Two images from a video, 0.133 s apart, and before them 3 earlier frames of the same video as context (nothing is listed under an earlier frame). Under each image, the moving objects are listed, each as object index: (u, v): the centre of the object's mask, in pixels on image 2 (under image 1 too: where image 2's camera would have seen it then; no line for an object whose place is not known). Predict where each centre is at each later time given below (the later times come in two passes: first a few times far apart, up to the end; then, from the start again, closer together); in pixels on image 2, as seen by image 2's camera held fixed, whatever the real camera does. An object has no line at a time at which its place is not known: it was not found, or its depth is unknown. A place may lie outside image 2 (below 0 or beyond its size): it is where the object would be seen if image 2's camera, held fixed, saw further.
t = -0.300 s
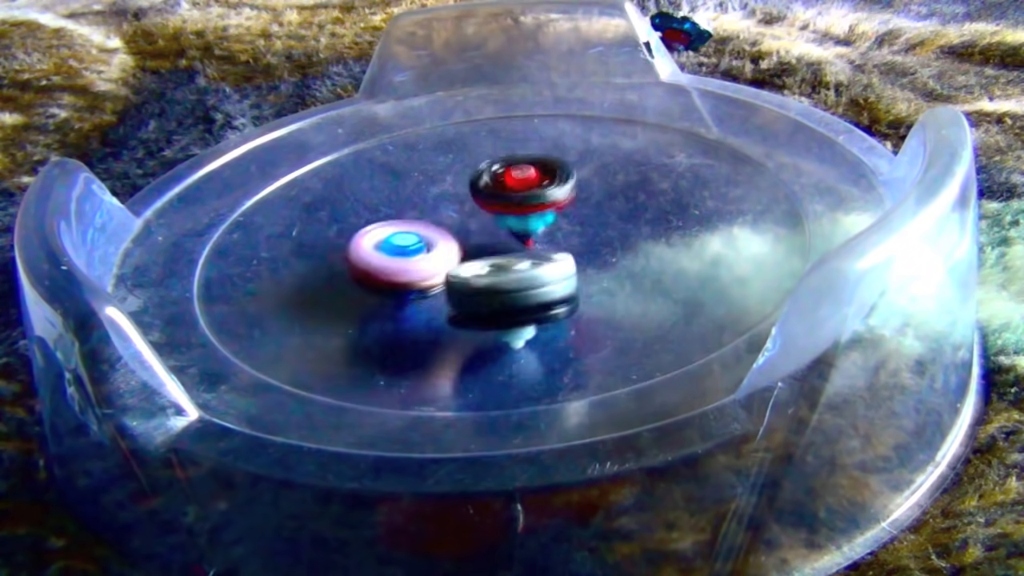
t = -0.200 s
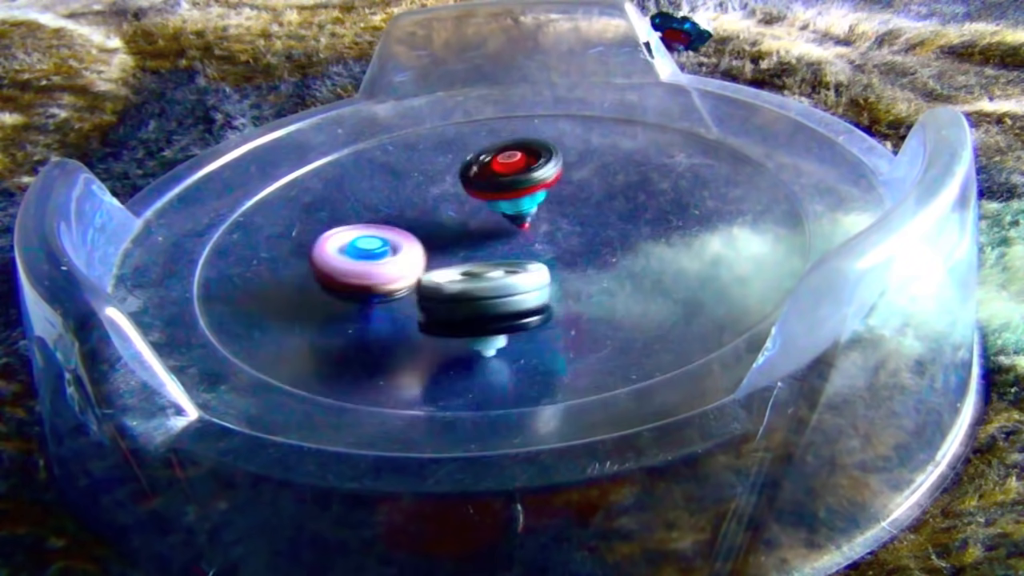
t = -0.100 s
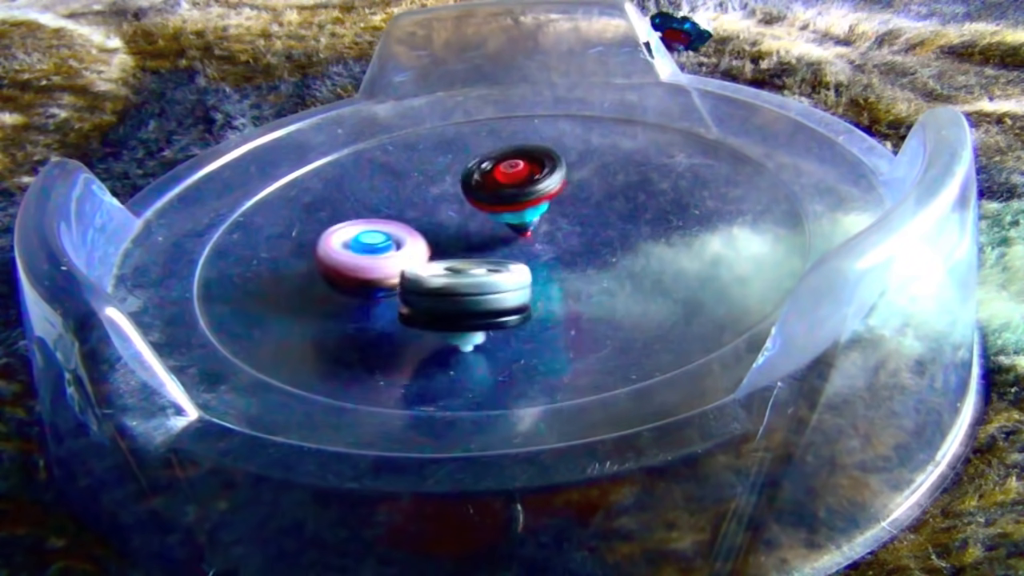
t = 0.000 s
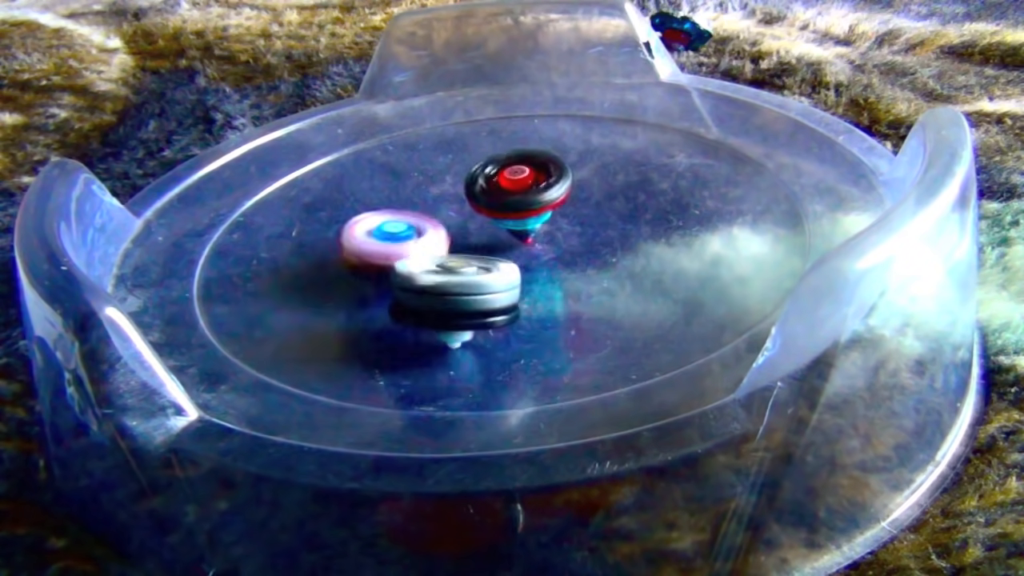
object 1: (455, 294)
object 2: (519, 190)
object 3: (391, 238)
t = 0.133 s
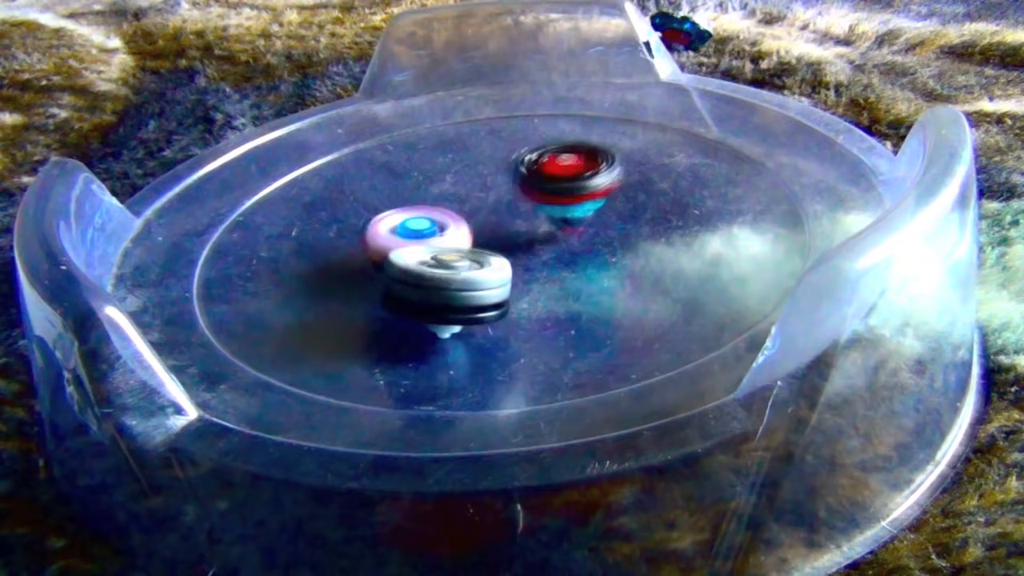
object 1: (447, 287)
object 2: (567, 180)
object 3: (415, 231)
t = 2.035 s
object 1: (465, 221)
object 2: (261, 279)
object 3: (605, 187)
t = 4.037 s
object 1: (591, 208)
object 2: (338, 186)
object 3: (402, 357)
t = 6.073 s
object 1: (472, 231)
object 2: (624, 181)
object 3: (319, 301)
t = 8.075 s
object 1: (478, 233)
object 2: (603, 263)
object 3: (407, 293)
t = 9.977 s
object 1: (546, 238)
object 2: (517, 159)
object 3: (368, 278)
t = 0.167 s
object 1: (447, 287)
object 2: (598, 171)
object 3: (418, 227)
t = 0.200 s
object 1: (446, 286)
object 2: (620, 166)
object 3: (423, 225)
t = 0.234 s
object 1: (444, 284)
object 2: (633, 165)
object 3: (435, 224)
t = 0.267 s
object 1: (442, 282)
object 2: (639, 166)
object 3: (451, 224)
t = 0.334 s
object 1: (434, 281)
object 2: (644, 173)
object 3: (484, 223)
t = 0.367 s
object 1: (431, 279)
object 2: (645, 177)
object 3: (501, 225)
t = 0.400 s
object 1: (430, 277)
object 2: (644, 182)
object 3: (515, 229)
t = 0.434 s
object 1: (430, 274)
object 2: (641, 187)
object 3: (526, 236)
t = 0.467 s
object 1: (426, 273)
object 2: (638, 192)
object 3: (536, 239)
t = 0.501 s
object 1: (419, 271)
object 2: (633, 196)
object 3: (549, 242)
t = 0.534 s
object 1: (418, 269)
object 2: (626, 176)
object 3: (560, 241)
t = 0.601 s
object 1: (419, 262)
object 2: (608, 184)
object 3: (587, 249)
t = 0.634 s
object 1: (421, 260)
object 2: (585, 185)
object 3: (605, 251)
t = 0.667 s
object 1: (422, 257)
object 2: (560, 189)
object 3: (620, 255)
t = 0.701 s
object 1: (424, 253)
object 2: (536, 192)
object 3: (634, 259)
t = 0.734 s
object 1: (426, 250)
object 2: (517, 190)
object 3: (645, 265)
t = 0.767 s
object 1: (428, 247)
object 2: (503, 187)
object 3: (648, 270)
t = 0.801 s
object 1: (429, 244)
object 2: (497, 183)
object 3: (646, 276)
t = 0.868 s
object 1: (416, 248)
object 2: (515, 155)
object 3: (637, 284)
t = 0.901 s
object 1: (407, 253)
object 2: (530, 138)
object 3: (628, 291)
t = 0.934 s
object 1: (404, 255)
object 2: (541, 126)
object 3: (619, 293)
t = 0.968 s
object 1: (405, 254)
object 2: (550, 115)
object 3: (606, 294)
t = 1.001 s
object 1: (408, 253)
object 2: (555, 109)
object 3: (592, 290)
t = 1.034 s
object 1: (414, 252)
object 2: (560, 106)
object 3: (578, 289)
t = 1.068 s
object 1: (420, 250)
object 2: (564, 105)
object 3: (564, 290)
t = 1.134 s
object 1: (432, 247)
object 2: (570, 109)
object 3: (540, 279)
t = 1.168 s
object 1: (435, 243)
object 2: (570, 112)
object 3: (539, 271)
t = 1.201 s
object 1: (414, 229)
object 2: (570, 118)
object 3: (595, 269)
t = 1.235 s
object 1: (395, 216)
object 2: (569, 123)
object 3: (640, 272)
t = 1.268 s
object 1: (384, 206)
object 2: (567, 130)
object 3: (670, 273)
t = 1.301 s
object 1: (379, 199)
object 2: (564, 137)
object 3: (686, 274)
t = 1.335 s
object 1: (378, 197)
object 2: (559, 144)
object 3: (693, 276)
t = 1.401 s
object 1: (379, 195)
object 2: (545, 162)
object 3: (692, 279)
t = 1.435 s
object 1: (381, 196)
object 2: (532, 175)
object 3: (687, 280)
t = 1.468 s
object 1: (383, 197)
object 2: (516, 187)
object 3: (679, 281)
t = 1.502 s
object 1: (387, 198)
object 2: (499, 201)
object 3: (668, 282)
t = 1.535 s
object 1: (386, 199)
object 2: (481, 214)
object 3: (653, 283)
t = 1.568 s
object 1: (384, 196)
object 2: (488, 230)
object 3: (637, 282)
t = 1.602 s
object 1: (383, 196)
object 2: (489, 251)
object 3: (621, 280)
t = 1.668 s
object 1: (391, 197)
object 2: (440, 280)
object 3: (618, 269)
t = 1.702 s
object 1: (397, 199)
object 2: (400, 291)
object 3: (620, 261)
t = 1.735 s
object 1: (402, 203)
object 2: (365, 298)
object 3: (618, 254)
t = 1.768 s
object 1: (408, 205)
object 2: (329, 303)
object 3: (616, 247)
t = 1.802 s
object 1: (415, 207)
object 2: (296, 307)
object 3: (612, 240)
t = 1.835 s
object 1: (422, 209)
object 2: (270, 304)
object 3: (609, 232)
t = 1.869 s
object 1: (429, 211)
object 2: (260, 300)
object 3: (607, 225)
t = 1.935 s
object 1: (444, 215)
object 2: (247, 291)
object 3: (604, 209)
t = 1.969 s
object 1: (451, 217)
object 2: (248, 289)
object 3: (603, 202)
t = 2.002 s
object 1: (458, 219)
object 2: (253, 282)
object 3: (604, 194)
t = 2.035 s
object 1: (465, 221)
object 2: (261, 279)
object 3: (605, 187)
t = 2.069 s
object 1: (471, 224)
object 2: (270, 278)
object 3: (608, 180)
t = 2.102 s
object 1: (477, 226)
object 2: (280, 277)
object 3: (611, 175)
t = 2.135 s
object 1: (482, 228)
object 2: (293, 276)
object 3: (612, 171)
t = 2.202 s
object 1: (491, 230)
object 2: (329, 272)
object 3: (611, 168)
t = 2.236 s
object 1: (495, 232)
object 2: (356, 268)
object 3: (608, 167)
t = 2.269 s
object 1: (499, 233)
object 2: (386, 261)
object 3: (605, 167)
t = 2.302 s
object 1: (511, 232)
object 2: (401, 248)
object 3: (601, 167)
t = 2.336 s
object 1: (528, 227)
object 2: (397, 243)
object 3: (600, 165)
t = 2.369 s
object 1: (543, 225)
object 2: (394, 250)
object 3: (598, 164)
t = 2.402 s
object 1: (550, 225)
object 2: (391, 251)
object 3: (593, 162)
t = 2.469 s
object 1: (550, 232)
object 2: (395, 249)
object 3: (581, 161)
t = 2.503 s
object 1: (549, 234)
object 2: (400, 246)
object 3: (575, 162)
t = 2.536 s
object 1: (548, 236)
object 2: (405, 243)
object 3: (569, 164)
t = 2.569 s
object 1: (547, 238)
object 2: (409, 241)
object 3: (561, 166)
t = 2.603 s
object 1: (545, 240)
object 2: (415, 237)
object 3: (552, 169)
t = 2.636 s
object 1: (543, 241)
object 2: (421, 233)
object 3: (542, 172)
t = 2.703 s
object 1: (539, 244)
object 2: (434, 226)
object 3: (522, 177)
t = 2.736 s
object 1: (537, 245)
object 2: (438, 223)
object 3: (514, 178)
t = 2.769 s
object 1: (536, 247)
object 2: (439, 215)
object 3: (507, 181)
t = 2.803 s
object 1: (536, 249)
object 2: (429, 213)
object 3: (496, 181)
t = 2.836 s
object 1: (533, 251)
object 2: (416, 218)
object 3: (485, 178)
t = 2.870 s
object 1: (531, 252)
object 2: (404, 225)
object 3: (480, 181)
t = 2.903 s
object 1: (527, 253)
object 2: (394, 231)
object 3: (471, 183)
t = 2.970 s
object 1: (519, 255)
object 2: (386, 233)
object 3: (443, 186)
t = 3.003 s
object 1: (515, 256)
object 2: (386, 234)
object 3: (425, 185)
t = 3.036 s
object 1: (509, 257)
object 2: (387, 234)
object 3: (399, 183)
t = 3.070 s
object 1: (503, 258)
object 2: (390, 232)
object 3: (370, 185)
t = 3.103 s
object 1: (510, 259)
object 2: (383, 228)
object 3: (333, 185)
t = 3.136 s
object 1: (522, 261)
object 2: (378, 232)
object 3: (308, 181)
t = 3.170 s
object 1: (526, 261)
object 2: (376, 239)
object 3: (282, 173)
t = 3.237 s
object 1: (523, 261)
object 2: (382, 240)
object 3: (256, 164)
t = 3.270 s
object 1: (520, 260)
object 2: (389, 241)
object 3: (257, 163)
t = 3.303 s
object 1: (515, 259)
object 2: (395, 240)
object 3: (259, 161)
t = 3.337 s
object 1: (528, 256)
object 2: (377, 234)
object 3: (260, 160)
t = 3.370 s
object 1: (540, 255)
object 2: (355, 225)
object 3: (262, 162)
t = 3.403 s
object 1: (544, 252)
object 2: (345, 220)
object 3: (270, 165)
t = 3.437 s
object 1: (544, 250)
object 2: (339, 218)
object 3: (275, 167)
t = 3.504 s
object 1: (539, 246)
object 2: (338, 216)
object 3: (271, 178)
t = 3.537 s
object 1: (536, 243)
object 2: (361, 206)
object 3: (276, 191)
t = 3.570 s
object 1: (533, 240)
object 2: (394, 209)
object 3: (280, 200)
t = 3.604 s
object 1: (538, 238)
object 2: (414, 227)
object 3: (281, 213)
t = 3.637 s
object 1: (547, 236)
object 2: (416, 225)
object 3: (284, 227)
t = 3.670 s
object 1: (551, 234)
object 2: (423, 233)
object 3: (290, 241)
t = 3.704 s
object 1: (552, 233)
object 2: (432, 237)
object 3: (298, 255)
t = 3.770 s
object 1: (589, 223)
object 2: (361, 230)
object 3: (310, 283)
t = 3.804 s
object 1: (601, 219)
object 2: (334, 216)
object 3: (315, 299)
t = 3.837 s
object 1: (606, 215)
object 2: (316, 205)
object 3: (321, 314)
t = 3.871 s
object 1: (606, 213)
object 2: (306, 196)
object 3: (329, 327)
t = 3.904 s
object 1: (604, 211)
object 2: (304, 191)
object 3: (340, 337)
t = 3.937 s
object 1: (601, 210)
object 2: (309, 189)
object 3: (350, 339)
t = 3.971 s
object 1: (598, 209)
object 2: (318, 187)
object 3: (361, 343)
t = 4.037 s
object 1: (591, 208)
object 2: (338, 186)
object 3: (402, 357)
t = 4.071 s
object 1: (588, 208)
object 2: (350, 187)
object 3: (428, 363)
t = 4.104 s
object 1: (585, 208)
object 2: (361, 187)
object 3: (459, 368)
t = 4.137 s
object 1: (583, 208)
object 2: (371, 187)
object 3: (493, 370)
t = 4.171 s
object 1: (580, 208)
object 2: (381, 186)
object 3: (530, 373)
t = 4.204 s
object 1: (577, 208)
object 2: (393, 188)
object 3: (561, 369)
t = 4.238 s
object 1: (575, 208)
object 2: (405, 188)
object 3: (582, 363)
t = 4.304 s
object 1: (570, 209)
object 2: (436, 190)
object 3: (644, 353)
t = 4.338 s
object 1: (567, 210)
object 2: (453, 191)
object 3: (676, 343)
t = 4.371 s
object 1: (568, 211)
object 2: (465, 187)
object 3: (688, 331)
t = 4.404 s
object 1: (577, 213)
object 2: (454, 181)
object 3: (694, 325)
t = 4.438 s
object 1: (581, 218)
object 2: (445, 176)
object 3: (703, 315)
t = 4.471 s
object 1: (580, 220)
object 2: (440, 177)
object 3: (710, 302)
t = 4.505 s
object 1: (577, 222)
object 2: (439, 178)
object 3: (716, 290)
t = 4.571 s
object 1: (567, 225)
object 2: (443, 181)
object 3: (709, 277)
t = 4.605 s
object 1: (562, 227)
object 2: (448, 182)
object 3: (708, 264)
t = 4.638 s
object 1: (557, 228)
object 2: (450, 183)
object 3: (703, 254)
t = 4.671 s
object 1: (553, 229)
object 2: (452, 184)
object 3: (695, 245)
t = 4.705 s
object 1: (548, 231)
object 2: (454, 185)
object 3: (686, 236)
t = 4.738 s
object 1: (543, 232)
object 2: (455, 187)
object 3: (676, 229)
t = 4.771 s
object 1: (539, 233)
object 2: (457, 189)
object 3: (666, 220)
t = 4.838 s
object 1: (532, 238)
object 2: (454, 189)
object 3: (645, 201)
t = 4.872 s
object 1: (527, 239)
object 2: (453, 190)
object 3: (634, 191)
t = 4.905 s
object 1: (522, 241)
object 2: (454, 189)
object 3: (623, 183)
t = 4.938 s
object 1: (526, 249)
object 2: (440, 181)
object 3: (612, 174)
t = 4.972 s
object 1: (526, 253)
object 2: (425, 171)
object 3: (599, 167)
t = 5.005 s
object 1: (523, 256)
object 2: (417, 167)
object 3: (587, 159)
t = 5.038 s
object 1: (519, 258)
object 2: (414, 165)
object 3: (575, 151)
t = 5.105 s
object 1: (511, 258)
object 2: (418, 165)
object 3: (551, 139)
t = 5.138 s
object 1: (508, 260)
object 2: (421, 165)
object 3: (538, 135)
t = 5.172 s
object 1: (505, 260)
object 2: (425, 166)
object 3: (526, 131)
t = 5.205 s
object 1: (502, 260)
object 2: (428, 168)
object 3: (514, 127)
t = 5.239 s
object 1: (498, 260)
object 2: (431, 170)
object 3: (503, 124)
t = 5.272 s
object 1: (494, 259)
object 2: (434, 174)
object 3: (491, 122)
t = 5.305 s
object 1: (491, 259)
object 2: (438, 178)
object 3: (480, 121)
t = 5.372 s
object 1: (483, 258)
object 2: (447, 183)
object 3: (453, 124)
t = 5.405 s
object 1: (481, 257)
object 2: (454, 185)
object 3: (439, 127)
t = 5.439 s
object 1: (477, 255)
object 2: (463, 187)
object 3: (426, 133)
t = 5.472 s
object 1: (474, 256)
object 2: (474, 186)
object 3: (414, 140)
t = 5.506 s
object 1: (470, 256)
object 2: (487, 187)
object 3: (404, 148)
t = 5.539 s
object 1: (465, 255)
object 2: (498, 188)
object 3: (393, 156)
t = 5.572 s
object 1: (462, 253)
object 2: (507, 190)
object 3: (383, 163)
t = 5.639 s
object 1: (455, 253)
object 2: (536, 188)
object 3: (361, 180)
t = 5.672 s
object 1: (452, 253)
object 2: (556, 183)
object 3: (352, 188)
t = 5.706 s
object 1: (451, 251)
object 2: (574, 178)
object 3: (342, 198)
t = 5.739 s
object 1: (452, 250)
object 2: (591, 176)
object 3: (333, 209)
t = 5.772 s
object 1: (453, 248)
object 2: (605, 174)
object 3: (324, 218)
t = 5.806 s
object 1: (454, 247)
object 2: (614, 173)
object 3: (317, 228)
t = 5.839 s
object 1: (455, 244)
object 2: (620, 173)
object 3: (311, 238)
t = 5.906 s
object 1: (458, 241)
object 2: (626, 173)
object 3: (305, 259)
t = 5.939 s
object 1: (460, 239)
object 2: (627, 174)
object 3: (304, 268)
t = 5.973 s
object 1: (463, 237)
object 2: (628, 175)
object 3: (304, 277)
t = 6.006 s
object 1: (465, 235)
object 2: (628, 177)
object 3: (307, 285)
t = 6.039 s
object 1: (469, 233)
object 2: (626, 179)
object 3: (312, 293)
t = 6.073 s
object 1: (472, 231)
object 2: (624, 181)
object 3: (319, 301)
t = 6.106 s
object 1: (474, 230)
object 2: (620, 184)
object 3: (327, 308)
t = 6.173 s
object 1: (481, 227)
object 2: (606, 191)
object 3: (351, 320)
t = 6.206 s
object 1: (484, 226)
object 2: (598, 196)
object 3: (368, 325)
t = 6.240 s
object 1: (479, 225)
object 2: (607, 197)
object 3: (386, 330)
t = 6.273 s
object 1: (470, 225)
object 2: (631, 200)
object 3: (405, 332)
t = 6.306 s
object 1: (465, 223)
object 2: (647, 204)
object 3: (426, 333)
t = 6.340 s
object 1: (464, 223)
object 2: (653, 207)
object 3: (448, 334)
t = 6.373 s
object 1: (466, 223)
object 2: (653, 212)
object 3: (470, 332)
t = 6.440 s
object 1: (472, 222)
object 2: (647, 220)
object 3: (516, 326)
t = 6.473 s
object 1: (475, 223)
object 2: (642, 224)
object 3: (536, 322)
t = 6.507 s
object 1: (478, 224)
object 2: (637, 228)
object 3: (555, 317)
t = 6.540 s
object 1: (481, 225)
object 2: (631, 231)
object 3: (573, 311)
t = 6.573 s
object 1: (485, 226)
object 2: (623, 232)
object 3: (587, 305)
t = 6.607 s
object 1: (488, 226)
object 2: (613, 227)
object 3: (602, 301)
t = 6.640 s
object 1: (489, 229)
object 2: (600, 211)
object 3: (621, 293)
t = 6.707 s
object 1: (475, 228)
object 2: (617, 200)
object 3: (645, 286)
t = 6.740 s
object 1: (471, 228)
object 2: (617, 196)
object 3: (649, 279)
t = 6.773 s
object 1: (471, 229)
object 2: (616, 189)
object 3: (650, 270)
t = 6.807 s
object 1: (472, 229)
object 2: (616, 182)
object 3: (650, 261)
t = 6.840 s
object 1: (472, 231)
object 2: (616, 178)
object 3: (648, 253)
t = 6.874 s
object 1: (473, 233)
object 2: (615, 174)
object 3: (644, 245)
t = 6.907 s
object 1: (474, 235)
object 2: (614, 171)
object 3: (638, 235)
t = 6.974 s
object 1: (475, 238)
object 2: (569, 156)
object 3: (642, 220)
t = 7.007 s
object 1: (475, 240)
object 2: (546, 159)
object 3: (640, 214)
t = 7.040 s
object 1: (476, 241)
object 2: (529, 155)
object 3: (636, 207)
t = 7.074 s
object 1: (476, 243)
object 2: (516, 149)
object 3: (628, 201)
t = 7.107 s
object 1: (475, 243)
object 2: (500, 142)
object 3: (620, 194)
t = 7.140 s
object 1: (475, 244)
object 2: (480, 138)
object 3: (609, 189)
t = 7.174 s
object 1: (474, 245)
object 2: (463, 136)
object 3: (596, 183)
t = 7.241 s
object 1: (475, 245)
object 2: (427, 133)
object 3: (570, 176)
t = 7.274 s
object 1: (475, 246)
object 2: (408, 134)
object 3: (555, 172)
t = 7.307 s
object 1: (475, 247)
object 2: (390, 138)
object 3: (541, 170)
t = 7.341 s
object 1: (475, 247)
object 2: (373, 142)
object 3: (523, 169)
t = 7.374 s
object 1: (475, 247)
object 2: (357, 146)
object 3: (508, 168)
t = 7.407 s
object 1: (476, 248)
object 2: (342, 153)
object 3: (491, 169)
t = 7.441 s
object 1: (476, 248)
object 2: (329, 163)
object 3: (474, 170)
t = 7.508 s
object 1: (476, 247)
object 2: (309, 184)
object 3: (440, 177)
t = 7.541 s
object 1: (476, 247)
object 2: (303, 195)
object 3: (425, 180)
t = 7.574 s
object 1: (477, 247)
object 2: (302, 207)
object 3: (411, 186)
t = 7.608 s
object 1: (476, 246)
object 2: (302, 221)
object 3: (396, 191)
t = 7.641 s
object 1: (474, 245)
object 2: (307, 233)
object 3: (386, 197)
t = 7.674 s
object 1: (474, 244)
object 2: (316, 243)
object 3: (376, 204)
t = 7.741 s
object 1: (473, 243)
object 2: (342, 273)
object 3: (358, 214)
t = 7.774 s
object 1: (474, 241)
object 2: (365, 277)
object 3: (348, 218)
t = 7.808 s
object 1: (476, 238)
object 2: (389, 283)
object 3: (339, 225)
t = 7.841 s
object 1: (478, 234)
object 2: (415, 289)
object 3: (335, 240)
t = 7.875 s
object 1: (476, 229)
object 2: (442, 291)
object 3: (340, 251)
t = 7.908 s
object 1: (472, 230)
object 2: (471, 293)
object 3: (348, 261)
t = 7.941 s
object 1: (470, 231)
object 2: (500, 290)
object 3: (356, 268)
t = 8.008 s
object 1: (473, 233)
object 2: (557, 278)
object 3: (375, 282)
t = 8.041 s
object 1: (476, 234)
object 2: (580, 271)
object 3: (389, 288)
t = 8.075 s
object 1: (478, 233)
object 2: (603, 263)
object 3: (407, 293)
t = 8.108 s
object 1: (480, 232)
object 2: (620, 251)
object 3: (422, 296)
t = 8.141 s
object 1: (481, 231)
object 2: (635, 238)
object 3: (443, 296)
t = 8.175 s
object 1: (483, 230)
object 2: (646, 224)
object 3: (462, 297)
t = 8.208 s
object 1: (485, 228)
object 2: (654, 212)
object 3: (482, 293)
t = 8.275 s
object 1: (488, 228)
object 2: (655, 189)
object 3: (520, 288)
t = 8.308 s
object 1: (490, 227)
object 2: (652, 177)
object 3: (540, 286)
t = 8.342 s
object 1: (492, 227)
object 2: (645, 167)
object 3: (558, 280)
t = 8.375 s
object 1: (493, 227)
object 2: (636, 158)
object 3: (574, 274)
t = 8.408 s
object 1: (495, 227)
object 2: (624, 151)
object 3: (586, 269)
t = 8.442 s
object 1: (496, 227)
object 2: (610, 145)
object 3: (597, 261)
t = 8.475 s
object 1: (497, 228)
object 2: (594, 141)
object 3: (604, 254)
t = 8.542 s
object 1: (500, 228)
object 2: (559, 137)
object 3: (613, 237)
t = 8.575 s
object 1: (502, 227)
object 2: (541, 137)
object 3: (612, 230)
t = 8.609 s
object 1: (501, 228)
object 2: (523, 138)
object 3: (618, 221)
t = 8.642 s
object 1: (490, 228)
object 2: (505, 140)
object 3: (633, 210)
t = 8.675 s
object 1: (483, 229)
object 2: (485, 144)
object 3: (635, 201)
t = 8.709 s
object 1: (481, 229)
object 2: (466, 149)
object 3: (630, 197)
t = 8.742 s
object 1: (481, 230)
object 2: (448, 156)
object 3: (625, 190)
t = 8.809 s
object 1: (483, 233)
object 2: (415, 171)
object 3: (607, 183)
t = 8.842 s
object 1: (483, 234)
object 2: (401, 180)
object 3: (597, 181)
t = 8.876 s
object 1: (483, 235)
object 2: (387, 189)
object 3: (584, 179)
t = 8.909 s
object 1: (483, 237)
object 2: (376, 200)
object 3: (572, 178)
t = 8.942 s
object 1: (483, 238)
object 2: (368, 213)
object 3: (560, 177)
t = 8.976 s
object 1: (483, 240)
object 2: (363, 224)
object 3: (546, 177)
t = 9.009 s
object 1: (482, 241)
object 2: (360, 235)
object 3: (533, 176)
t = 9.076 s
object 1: (483, 243)
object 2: (364, 259)
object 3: (502, 178)
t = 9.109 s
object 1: (483, 243)
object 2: (370, 274)
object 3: (486, 181)
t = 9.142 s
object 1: (483, 244)
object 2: (382, 282)
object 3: (470, 184)
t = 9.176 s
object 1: (485, 245)
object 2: (397, 290)
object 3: (456, 189)
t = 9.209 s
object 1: (487, 244)
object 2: (416, 297)
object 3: (441, 194)
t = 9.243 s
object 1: (488, 241)
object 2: (438, 301)
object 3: (431, 199)
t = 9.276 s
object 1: (486, 238)
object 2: (462, 302)
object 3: (418, 204)
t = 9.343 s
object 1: (477, 245)
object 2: (512, 298)
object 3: (396, 217)
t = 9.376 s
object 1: (479, 251)
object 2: (545, 297)
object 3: (390, 223)
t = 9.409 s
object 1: (482, 254)
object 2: (568, 291)
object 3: (383, 231)
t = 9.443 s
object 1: (485, 257)
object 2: (590, 283)
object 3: (379, 236)
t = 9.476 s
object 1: (488, 258)
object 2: (611, 275)
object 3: (375, 243)
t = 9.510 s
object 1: (490, 258)
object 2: (627, 264)
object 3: (374, 249)
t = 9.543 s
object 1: (491, 257)
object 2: (638, 252)
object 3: (374, 255)
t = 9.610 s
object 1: (500, 255)
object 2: (651, 229)
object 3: (370, 264)
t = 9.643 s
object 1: (506, 254)
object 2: (650, 219)
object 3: (367, 268)
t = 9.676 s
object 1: (508, 253)
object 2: (646, 208)
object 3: (369, 271)
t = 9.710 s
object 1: (509, 252)
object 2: (640, 198)
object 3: (375, 275)
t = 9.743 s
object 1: (510, 251)
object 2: (631, 190)
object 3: (380, 277)
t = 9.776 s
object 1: (511, 249)
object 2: (618, 182)
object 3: (388, 280)
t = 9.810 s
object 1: (511, 248)
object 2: (605, 177)
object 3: (395, 282)
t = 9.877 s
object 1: (516, 244)
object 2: (573, 167)
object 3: (415, 282)
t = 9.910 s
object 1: (528, 242)
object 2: (556, 161)
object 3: (396, 281)
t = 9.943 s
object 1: (540, 240)
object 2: (537, 158)
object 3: (376, 279)
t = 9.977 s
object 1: (546, 238)
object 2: (517, 159)
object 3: (368, 278)
